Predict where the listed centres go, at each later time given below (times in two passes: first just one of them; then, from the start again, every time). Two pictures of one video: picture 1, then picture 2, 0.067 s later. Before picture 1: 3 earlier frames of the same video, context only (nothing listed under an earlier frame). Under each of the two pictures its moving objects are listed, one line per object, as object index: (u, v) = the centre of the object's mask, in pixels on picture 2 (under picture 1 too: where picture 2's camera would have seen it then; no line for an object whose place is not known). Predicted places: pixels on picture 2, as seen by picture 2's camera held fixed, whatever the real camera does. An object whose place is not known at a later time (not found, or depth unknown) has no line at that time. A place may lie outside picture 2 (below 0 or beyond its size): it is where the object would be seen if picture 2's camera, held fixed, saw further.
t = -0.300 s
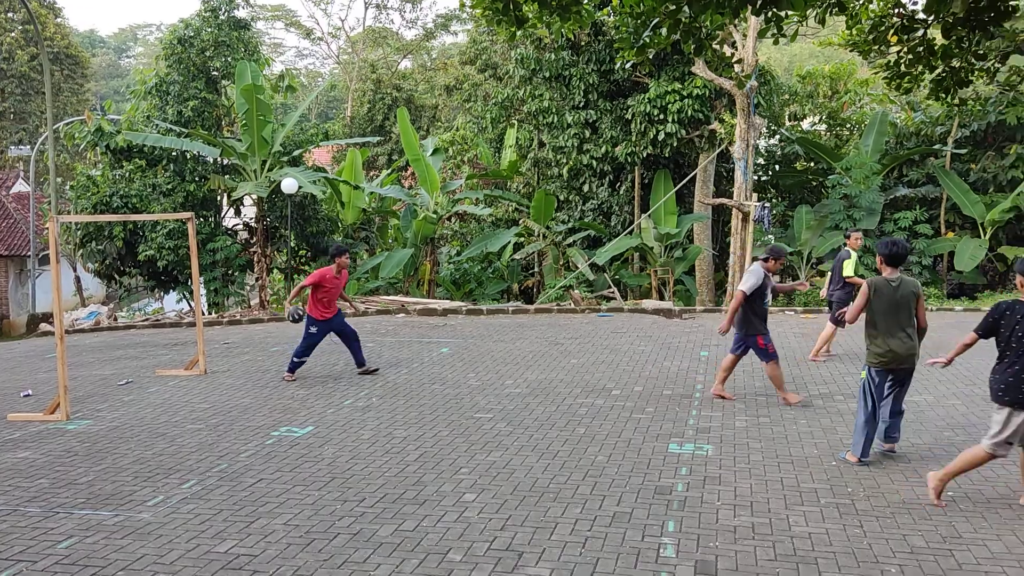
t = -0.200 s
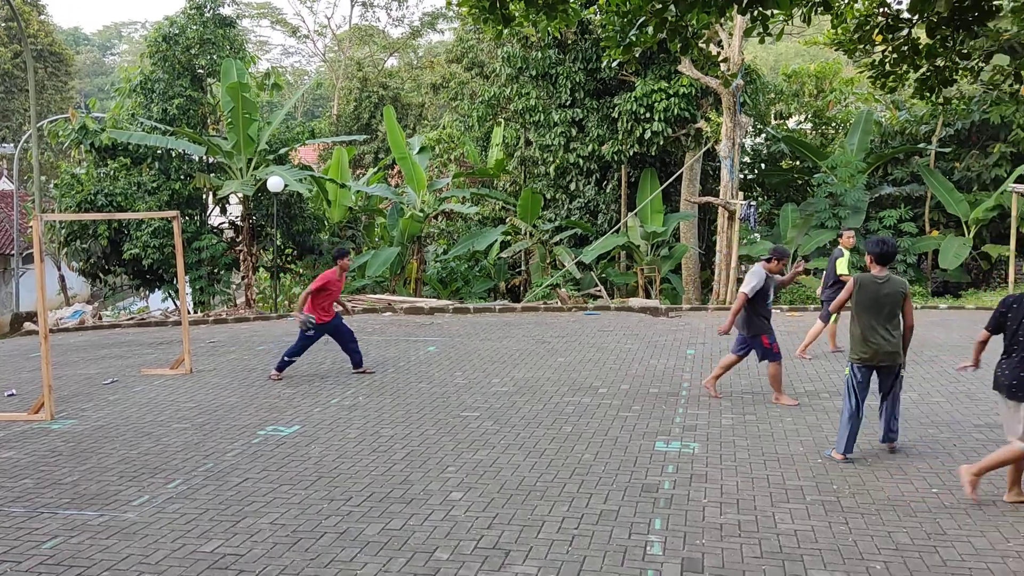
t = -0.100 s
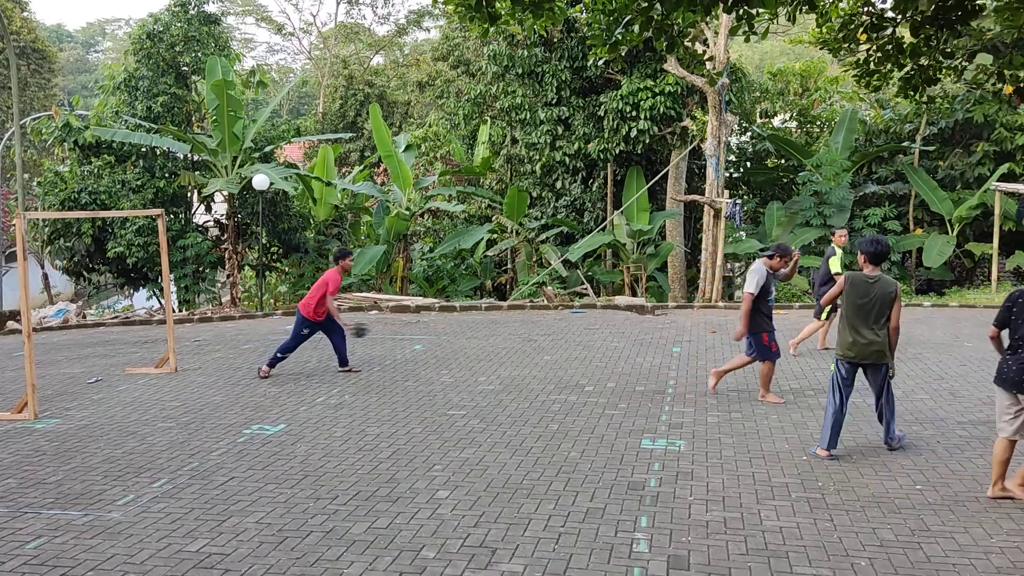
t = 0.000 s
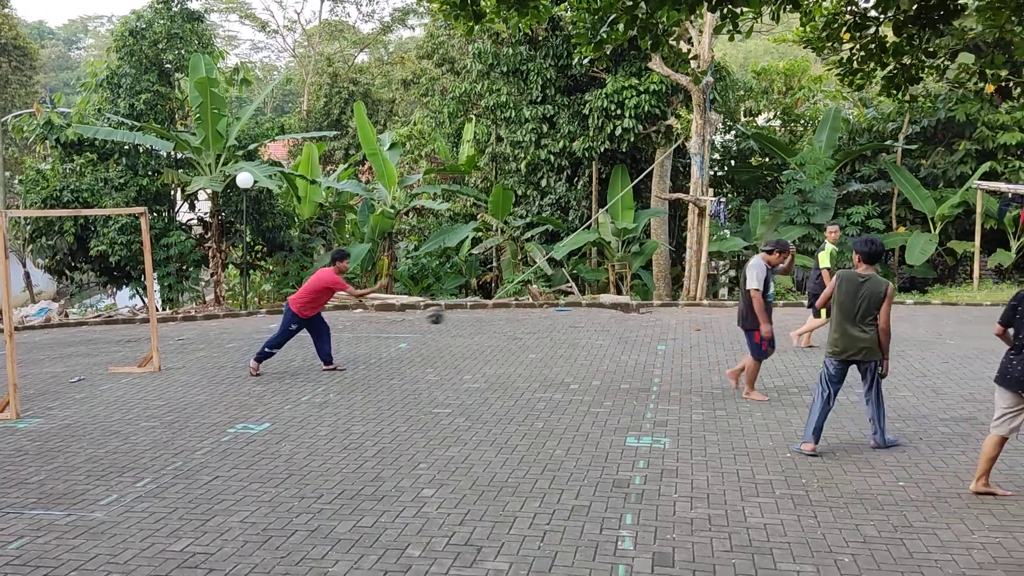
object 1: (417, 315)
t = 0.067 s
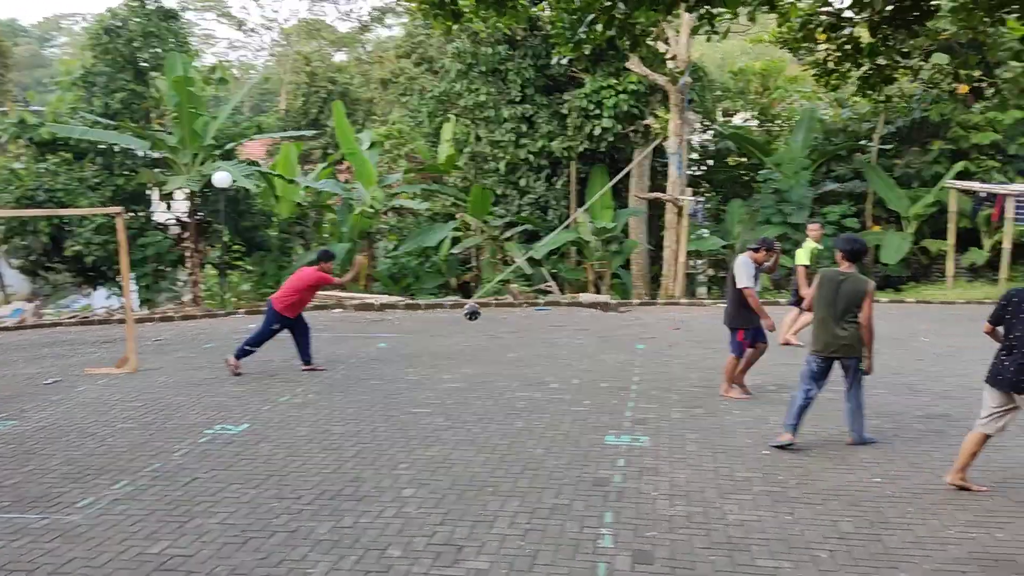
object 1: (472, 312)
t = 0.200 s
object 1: (576, 321)
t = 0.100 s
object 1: (499, 311)
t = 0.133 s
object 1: (528, 313)
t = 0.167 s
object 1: (553, 318)
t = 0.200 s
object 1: (576, 321)
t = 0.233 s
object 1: (599, 326)
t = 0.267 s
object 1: (621, 333)
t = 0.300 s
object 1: (642, 341)
